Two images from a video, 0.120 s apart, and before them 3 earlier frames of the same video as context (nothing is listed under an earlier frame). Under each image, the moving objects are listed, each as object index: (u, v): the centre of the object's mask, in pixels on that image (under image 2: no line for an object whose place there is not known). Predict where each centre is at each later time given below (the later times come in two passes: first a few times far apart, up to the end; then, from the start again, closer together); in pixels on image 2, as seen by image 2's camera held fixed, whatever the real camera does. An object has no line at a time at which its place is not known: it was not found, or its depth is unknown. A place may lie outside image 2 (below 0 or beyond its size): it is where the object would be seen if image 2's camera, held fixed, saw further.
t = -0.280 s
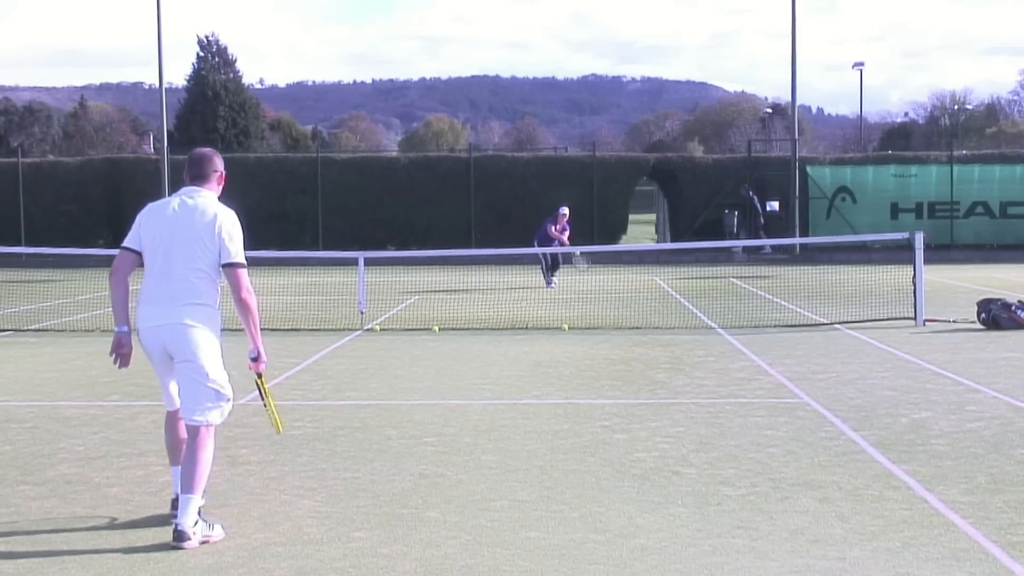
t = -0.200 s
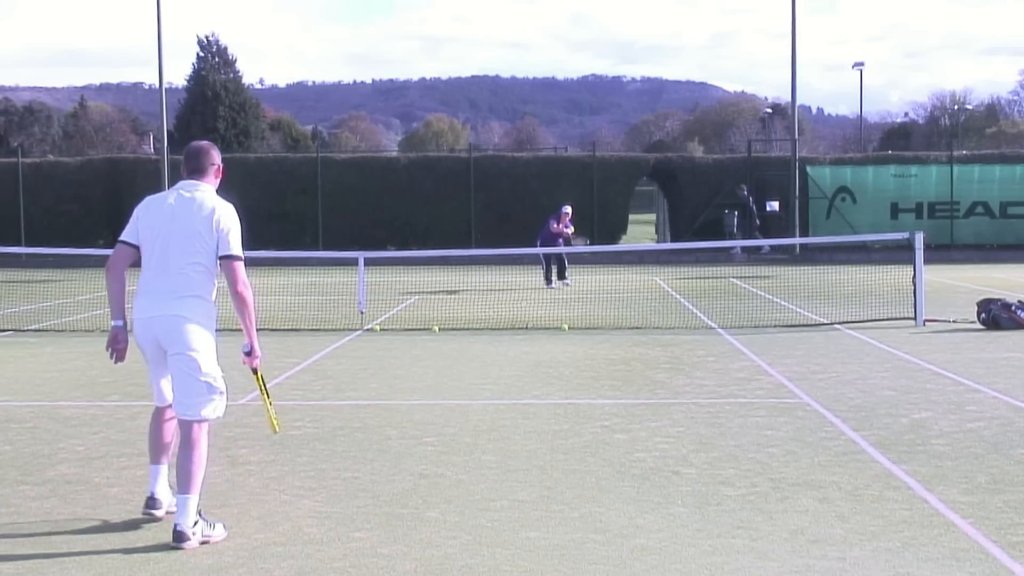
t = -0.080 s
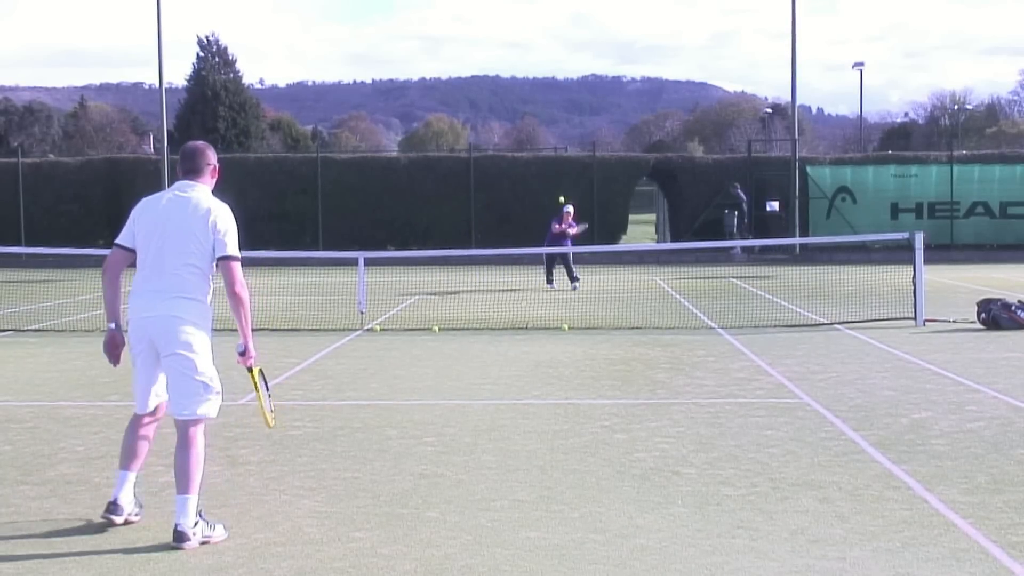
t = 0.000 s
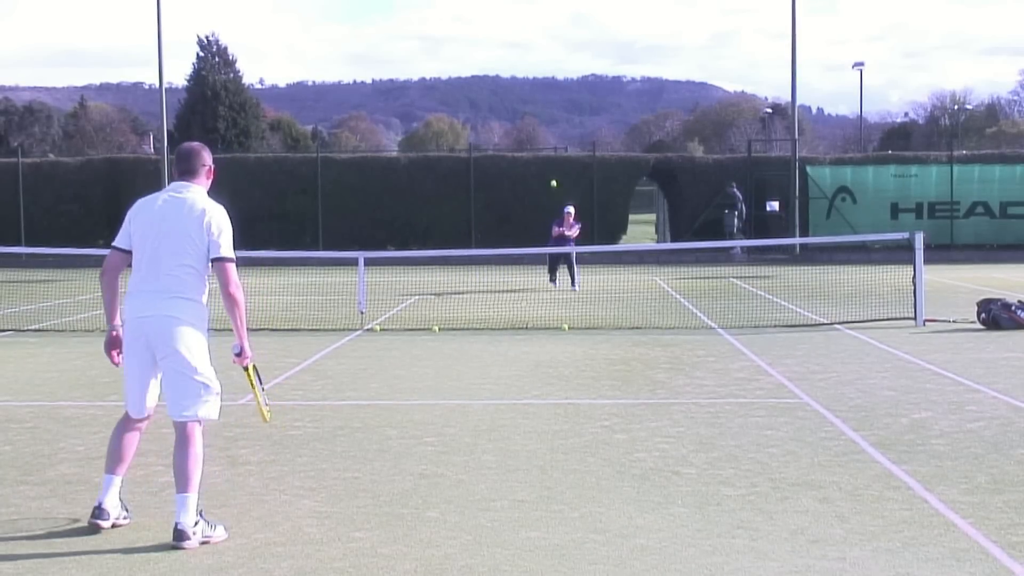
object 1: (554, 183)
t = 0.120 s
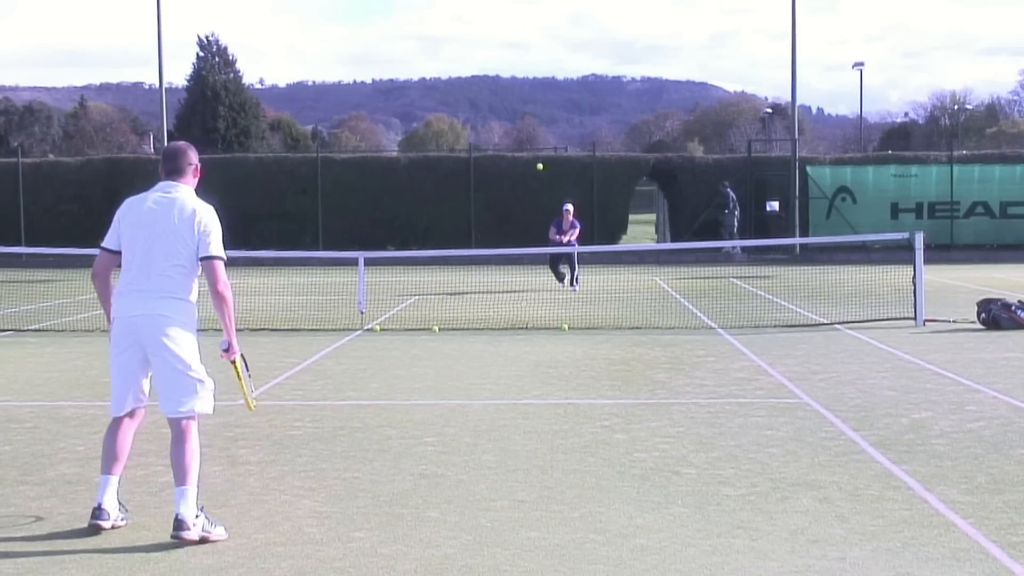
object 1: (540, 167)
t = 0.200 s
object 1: (529, 161)
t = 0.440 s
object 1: (490, 176)
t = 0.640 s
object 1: (444, 239)
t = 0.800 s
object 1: (398, 336)
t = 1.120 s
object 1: (331, 275)
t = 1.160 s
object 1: (322, 268)
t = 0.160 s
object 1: (535, 163)
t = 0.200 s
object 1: (529, 161)
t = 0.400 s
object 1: (497, 169)
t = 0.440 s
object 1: (490, 176)
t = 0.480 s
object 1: (482, 184)
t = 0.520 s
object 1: (473, 194)
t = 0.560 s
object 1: (464, 207)
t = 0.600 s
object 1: (454, 222)
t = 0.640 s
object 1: (444, 239)
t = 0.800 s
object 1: (398, 336)
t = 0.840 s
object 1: (385, 368)
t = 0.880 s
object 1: (377, 359)
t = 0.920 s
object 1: (370, 341)
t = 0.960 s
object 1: (362, 324)
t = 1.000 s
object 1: (355, 309)
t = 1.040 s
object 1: (347, 296)
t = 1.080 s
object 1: (339, 284)
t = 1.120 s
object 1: (331, 275)
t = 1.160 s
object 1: (322, 268)
